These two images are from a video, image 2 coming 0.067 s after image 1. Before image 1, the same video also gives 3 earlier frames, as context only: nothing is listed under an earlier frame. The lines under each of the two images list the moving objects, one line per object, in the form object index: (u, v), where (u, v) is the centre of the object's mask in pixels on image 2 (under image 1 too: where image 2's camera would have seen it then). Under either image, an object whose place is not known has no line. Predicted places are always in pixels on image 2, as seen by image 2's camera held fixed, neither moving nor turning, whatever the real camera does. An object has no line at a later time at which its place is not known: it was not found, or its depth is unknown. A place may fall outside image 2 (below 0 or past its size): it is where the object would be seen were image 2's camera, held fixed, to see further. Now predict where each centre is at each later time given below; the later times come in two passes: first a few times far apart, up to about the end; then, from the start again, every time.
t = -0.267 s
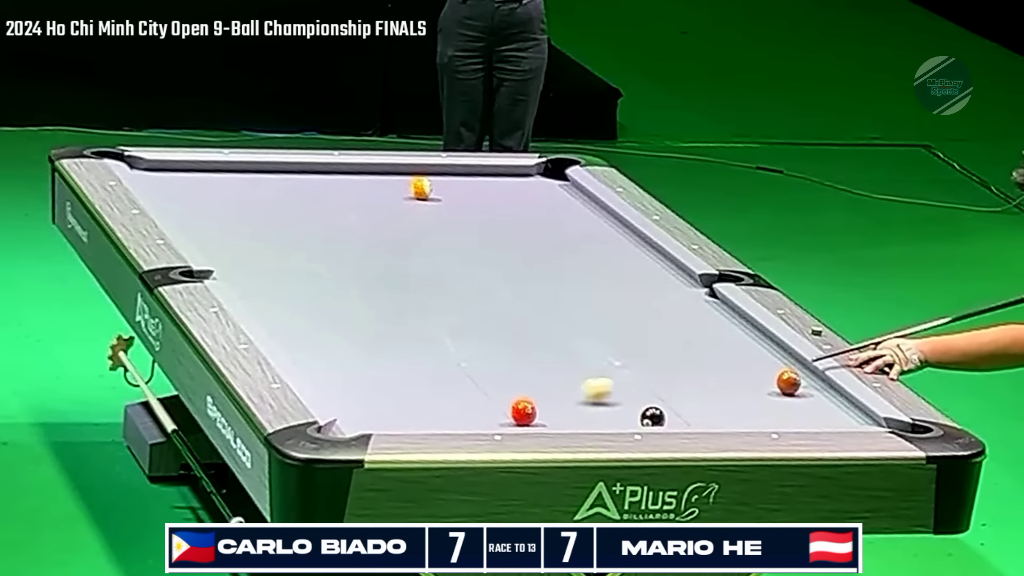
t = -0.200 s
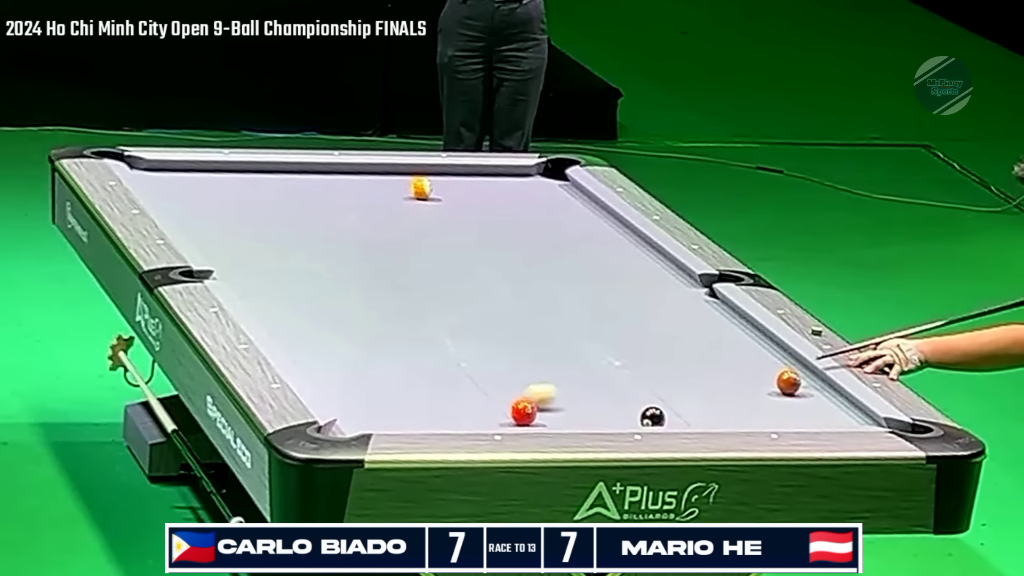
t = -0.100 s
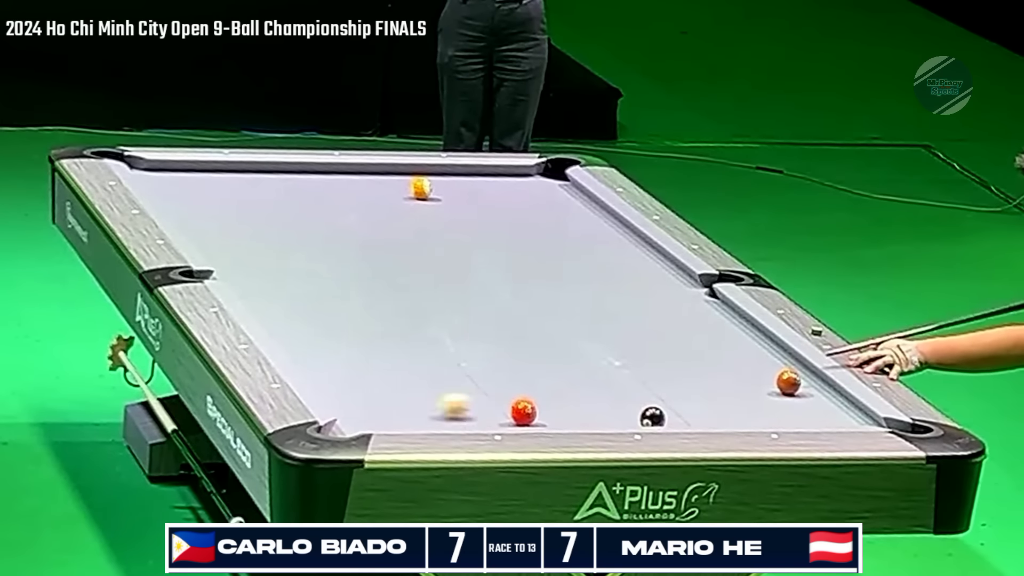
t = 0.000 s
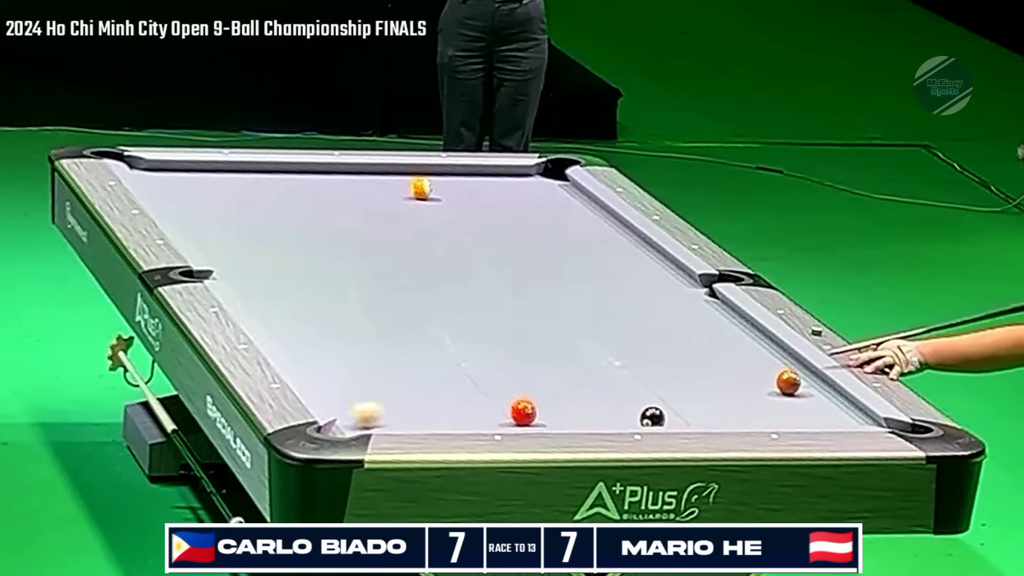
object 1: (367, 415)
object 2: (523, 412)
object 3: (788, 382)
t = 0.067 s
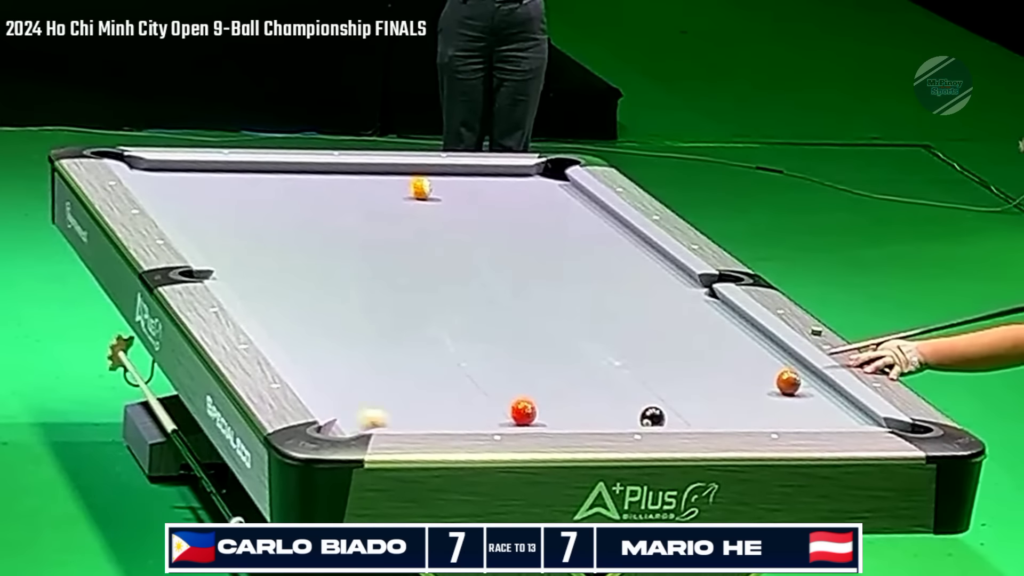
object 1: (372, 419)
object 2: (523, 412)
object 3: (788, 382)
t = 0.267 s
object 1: (490, 416)
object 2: (523, 412)
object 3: (788, 382)
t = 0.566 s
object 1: (503, 409)
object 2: (624, 403)
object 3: (788, 382)
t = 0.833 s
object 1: (507, 403)
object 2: (703, 395)
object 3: (788, 382)
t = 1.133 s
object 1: (510, 397)
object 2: (786, 389)
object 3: (792, 375)
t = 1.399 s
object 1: (512, 392)
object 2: (835, 394)
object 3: (803, 370)
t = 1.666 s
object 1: (514, 389)
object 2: (815, 397)
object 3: (782, 363)
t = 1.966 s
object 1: (517, 386)
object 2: (796, 401)
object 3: (759, 356)
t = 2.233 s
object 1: (518, 383)
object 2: (781, 404)
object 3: (741, 351)
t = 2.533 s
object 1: (519, 381)
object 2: (765, 407)
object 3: (724, 346)
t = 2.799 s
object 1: (519, 380)
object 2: (753, 410)
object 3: (710, 342)
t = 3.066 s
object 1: (520, 380)
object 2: (742, 412)
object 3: (698, 338)
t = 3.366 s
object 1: (520, 379)
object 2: (731, 413)
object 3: (687, 334)
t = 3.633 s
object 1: (520, 379)
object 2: (724, 414)
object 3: (678, 332)
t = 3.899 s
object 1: (520, 379)
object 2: (718, 415)
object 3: (672, 331)
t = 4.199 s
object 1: (520, 379)
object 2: (713, 415)
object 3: (666, 329)
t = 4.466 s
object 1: (520, 379)
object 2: (710, 416)
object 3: (664, 328)
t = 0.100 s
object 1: (402, 420)
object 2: (523, 412)
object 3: (788, 382)
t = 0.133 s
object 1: (428, 421)
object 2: (523, 412)
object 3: (788, 382)
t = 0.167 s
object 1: (446, 420)
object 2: (523, 412)
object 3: (788, 382)
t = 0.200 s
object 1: (462, 419)
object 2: (523, 412)
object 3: (788, 382)
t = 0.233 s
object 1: (476, 417)
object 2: (523, 412)
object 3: (788, 382)
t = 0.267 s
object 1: (490, 416)
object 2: (523, 412)
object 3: (788, 382)
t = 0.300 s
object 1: (503, 415)
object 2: (526, 411)
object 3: (788, 382)
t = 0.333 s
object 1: (501, 414)
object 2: (540, 410)
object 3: (788, 382)
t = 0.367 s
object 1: (501, 413)
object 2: (554, 409)
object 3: (788, 382)
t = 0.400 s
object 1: (501, 413)
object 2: (568, 408)
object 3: (788, 382)
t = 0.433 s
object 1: (501, 412)
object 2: (580, 407)
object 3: (788, 382)
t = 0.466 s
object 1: (502, 411)
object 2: (592, 406)
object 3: (788, 382)
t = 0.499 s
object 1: (503, 410)
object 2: (603, 404)
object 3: (788, 382)
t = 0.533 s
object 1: (503, 409)
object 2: (613, 403)
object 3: (788, 382)
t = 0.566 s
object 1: (503, 409)
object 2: (624, 403)
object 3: (788, 382)
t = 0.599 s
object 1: (504, 408)
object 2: (633, 401)
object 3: (788, 382)
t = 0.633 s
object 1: (504, 407)
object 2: (643, 399)
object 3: (788, 382)
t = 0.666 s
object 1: (505, 406)
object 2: (654, 397)
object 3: (788, 382)
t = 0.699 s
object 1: (505, 405)
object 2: (664, 398)
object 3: (788, 382)
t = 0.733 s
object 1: (505, 404)
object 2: (674, 397)
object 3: (788, 382)
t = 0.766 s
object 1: (506, 404)
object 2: (684, 397)
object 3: (788, 382)
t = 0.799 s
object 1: (507, 403)
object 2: (693, 396)
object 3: (788, 382)
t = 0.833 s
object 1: (507, 403)
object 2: (703, 395)
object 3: (788, 382)
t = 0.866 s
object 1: (507, 402)
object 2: (713, 394)
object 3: (788, 382)
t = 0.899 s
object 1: (508, 401)
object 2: (723, 393)
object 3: (788, 381)
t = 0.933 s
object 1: (508, 400)
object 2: (732, 392)
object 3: (788, 382)
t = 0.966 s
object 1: (508, 400)
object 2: (741, 391)
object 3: (788, 382)
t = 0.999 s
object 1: (509, 399)
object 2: (750, 390)
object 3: (788, 382)
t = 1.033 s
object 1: (509, 398)
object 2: (760, 390)
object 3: (788, 382)
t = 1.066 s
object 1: (509, 398)
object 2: (769, 388)
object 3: (790, 381)
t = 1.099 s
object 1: (510, 397)
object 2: (779, 387)
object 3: (794, 379)
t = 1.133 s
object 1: (510, 397)
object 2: (786, 389)
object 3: (792, 375)
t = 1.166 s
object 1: (510, 396)
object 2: (791, 389)
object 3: (794, 374)
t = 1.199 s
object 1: (510, 396)
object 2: (797, 389)
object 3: (796, 373)
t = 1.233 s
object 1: (511, 395)
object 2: (804, 390)
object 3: (798, 373)
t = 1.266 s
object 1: (511, 394)
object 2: (811, 391)
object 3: (800, 373)
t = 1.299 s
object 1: (511, 394)
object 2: (818, 391)
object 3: (803, 373)
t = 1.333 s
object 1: (512, 393)
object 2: (823, 392)
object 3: (804, 372)
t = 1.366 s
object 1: (512, 393)
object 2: (830, 393)
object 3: (806, 371)
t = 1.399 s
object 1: (512, 392)
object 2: (835, 394)
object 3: (803, 370)
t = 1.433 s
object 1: (512, 392)
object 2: (831, 394)
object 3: (800, 368)
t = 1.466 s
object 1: (513, 391)
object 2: (829, 394)
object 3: (798, 367)
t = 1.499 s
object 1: (513, 391)
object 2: (826, 394)
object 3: (795, 367)
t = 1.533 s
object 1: (513, 390)
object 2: (824, 394)
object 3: (792, 365)
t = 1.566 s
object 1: (513, 390)
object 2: (822, 395)
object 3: (789, 365)
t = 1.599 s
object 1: (514, 389)
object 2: (819, 395)
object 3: (787, 365)
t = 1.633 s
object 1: (514, 389)
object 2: (818, 396)
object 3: (784, 364)
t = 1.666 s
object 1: (514, 389)
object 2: (815, 397)
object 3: (782, 363)
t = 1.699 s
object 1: (515, 388)
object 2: (813, 398)
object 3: (779, 362)
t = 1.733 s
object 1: (515, 388)
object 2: (811, 398)
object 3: (776, 362)
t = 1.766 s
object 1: (515, 388)
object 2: (809, 399)
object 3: (774, 361)
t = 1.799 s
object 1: (515, 387)
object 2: (807, 399)
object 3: (771, 360)
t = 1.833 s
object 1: (516, 387)
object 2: (805, 400)
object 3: (769, 359)
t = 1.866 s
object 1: (516, 386)
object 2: (802, 401)
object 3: (766, 358)
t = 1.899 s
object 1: (516, 386)
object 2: (801, 401)
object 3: (764, 357)
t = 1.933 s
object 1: (516, 386)
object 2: (799, 401)
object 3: (762, 356)
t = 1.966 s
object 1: (517, 386)
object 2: (796, 401)
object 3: (759, 356)
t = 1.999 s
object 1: (517, 385)
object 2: (794, 402)
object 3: (757, 355)
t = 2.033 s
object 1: (517, 385)
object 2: (793, 402)
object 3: (755, 355)
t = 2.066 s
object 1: (517, 385)
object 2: (791, 403)
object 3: (752, 354)
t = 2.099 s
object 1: (517, 384)
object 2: (789, 403)
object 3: (750, 353)
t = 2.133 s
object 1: (517, 384)
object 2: (787, 403)
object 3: (748, 353)
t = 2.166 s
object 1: (518, 383)
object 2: (785, 404)
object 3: (746, 352)
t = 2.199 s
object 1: (518, 383)
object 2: (783, 404)
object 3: (743, 351)
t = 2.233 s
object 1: (518, 383)
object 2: (781, 404)
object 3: (741, 351)
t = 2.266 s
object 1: (518, 383)
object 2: (779, 404)
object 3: (739, 350)
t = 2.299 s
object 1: (518, 382)
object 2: (777, 405)
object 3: (737, 350)
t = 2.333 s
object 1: (518, 382)
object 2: (776, 406)
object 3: (735, 349)
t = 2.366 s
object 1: (518, 382)
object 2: (774, 406)
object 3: (733, 349)
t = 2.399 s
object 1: (518, 382)
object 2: (772, 406)
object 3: (731, 348)
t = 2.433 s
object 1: (518, 382)
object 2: (770, 406)
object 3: (729, 348)
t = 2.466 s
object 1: (519, 381)
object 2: (769, 406)
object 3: (727, 347)
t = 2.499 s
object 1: (519, 381)
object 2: (767, 407)
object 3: (726, 346)
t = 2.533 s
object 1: (519, 381)
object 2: (765, 407)
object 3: (724, 346)
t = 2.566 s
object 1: (519, 381)
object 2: (764, 408)
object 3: (722, 345)
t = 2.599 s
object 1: (519, 381)
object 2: (762, 408)
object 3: (720, 345)
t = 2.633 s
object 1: (519, 380)
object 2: (761, 408)
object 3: (718, 344)
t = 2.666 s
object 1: (519, 380)
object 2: (759, 409)
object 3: (717, 344)
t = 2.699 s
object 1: (519, 380)
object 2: (758, 409)
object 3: (715, 343)
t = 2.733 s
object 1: (519, 380)
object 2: (756, 409)
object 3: (713, 342)
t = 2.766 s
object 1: (519, 380)
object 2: (754, 409)
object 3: (711, 342)
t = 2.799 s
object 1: (519, 380)
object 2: (753, 410)
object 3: (710, 342)
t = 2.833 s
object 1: (520, 380)
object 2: (751, 410)
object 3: (708, 341)
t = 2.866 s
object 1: (520, 380)
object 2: (750, 410)
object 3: (707, 341)
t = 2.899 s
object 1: (520, 380)
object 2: (749, 410)
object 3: (705, 340)
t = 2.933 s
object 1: (520, 380)
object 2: (747, 410)
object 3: (704, 340)
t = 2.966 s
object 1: (520, 380)
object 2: (746, 411)
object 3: (702, 339)
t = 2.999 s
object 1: (520, 380)
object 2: (745, 411)
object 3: (701, 338)
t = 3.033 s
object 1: (520, 379)
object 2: (743, 411)
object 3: (699, 338)
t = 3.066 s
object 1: (520, 380)
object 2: (742, 412)
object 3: (698, 338)
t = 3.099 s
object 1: (520, 379)
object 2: (741, 412)
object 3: (696, 337)
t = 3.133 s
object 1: (520, 379)
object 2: (739, 412)
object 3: (695, 337)
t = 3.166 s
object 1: (520, 379)
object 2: (738, 412)
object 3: (694, 337)
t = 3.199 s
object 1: (520, 379)
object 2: (737, 412)
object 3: (693, 336)
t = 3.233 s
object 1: (520, 379)
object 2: (736, 412)
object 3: (692, 336)
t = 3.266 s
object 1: (520, 379)
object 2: (735, 412)
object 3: (690, 335)
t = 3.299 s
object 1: (520, 379)
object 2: (734, 412)
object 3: (689, 335)
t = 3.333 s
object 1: (520, 379)
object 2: (732, 413)
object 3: (688, 335)
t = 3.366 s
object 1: (520, 379)
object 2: (731, 413)
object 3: (687, 334)
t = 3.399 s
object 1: (520, 379)
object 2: (730, 413)
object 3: (685, 335)
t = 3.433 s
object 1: (520, 379)
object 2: (730, 413)
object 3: (684, 334)
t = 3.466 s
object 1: (520, 379)
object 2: (729, 413)
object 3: (683, 334)
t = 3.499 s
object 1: (520, 379)
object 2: (727, 413)
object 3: (682, 333)
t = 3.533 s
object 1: (520, 379)
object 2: (726, 414)
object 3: (681, 333)
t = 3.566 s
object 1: (520, 379)
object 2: (726, 414)
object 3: (680, 333)
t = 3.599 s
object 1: (520, 379)
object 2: (725, 414)
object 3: (679, 333)
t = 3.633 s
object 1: (520, 379)
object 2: (724, 414)
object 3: (678, 332)
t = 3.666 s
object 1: (520, 379)
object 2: (723, 414)
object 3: (677, 332)
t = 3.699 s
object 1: (520, 379)
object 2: (722, 414)
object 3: (676, 332)
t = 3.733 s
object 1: (520, 379)
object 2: (721, 414)
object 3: (676, 331)
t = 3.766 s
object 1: (520, 379)
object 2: (720, 414)
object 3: (675, 331)
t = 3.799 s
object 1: (520, 379)
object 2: (720, 414)
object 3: (674, 331)
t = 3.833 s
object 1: (520, 379)
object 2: (719, 415)
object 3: (673, 331)
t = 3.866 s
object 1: (520, 379)
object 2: (718, 415)
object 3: (672, 331)
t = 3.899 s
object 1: (520, 379)
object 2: (718, 415)
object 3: (672, 331)
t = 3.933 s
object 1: (520, 379)
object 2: (717, 414)
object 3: (671, 330)
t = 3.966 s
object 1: (520, 379)
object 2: (717, 414)
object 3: (670, 330)
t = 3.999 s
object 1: (520, 379)
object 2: (716, 415)
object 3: (669, 330)
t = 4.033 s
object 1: (520, 379)
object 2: (715, 415)
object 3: (669, 330)
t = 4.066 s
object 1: (520, 379)
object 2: (715, 415)
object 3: (668, 330)
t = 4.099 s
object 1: (520, 379)
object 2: (714, 415)
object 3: (668, 330)
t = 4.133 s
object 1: (520, 379)
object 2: (714, 415)
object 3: (667, 329)
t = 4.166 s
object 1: (520, 379)
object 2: (713, 415)
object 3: (667, 329)
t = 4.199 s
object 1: (520, 379)
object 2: (713, 415)
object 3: (666, 329)
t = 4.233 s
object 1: (520, 379)
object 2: (712, 416)
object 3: (666, 329)
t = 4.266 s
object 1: (520, 379)
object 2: (712, 415)
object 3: (666, 329)
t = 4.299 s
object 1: (520, 379)
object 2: (712, 415)
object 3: (665, 328)
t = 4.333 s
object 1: (520, 379)
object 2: (711, 415)
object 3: (665, 328)
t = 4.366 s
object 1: (520, 379)
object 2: (711, 416)
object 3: (665, 328)
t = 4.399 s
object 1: (520, 379)
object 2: (711, 415)
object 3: (664, 328)
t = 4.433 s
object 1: (520, 379)
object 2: (710, 415)
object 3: (664, 328)
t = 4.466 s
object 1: (520, 379)
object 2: (710, 416)
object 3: (664, 328)
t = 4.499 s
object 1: (520, 379)
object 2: (709, 415)
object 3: (664, 328)
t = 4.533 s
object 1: (520, 379)
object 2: (709, 416)
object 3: (664, 328)
